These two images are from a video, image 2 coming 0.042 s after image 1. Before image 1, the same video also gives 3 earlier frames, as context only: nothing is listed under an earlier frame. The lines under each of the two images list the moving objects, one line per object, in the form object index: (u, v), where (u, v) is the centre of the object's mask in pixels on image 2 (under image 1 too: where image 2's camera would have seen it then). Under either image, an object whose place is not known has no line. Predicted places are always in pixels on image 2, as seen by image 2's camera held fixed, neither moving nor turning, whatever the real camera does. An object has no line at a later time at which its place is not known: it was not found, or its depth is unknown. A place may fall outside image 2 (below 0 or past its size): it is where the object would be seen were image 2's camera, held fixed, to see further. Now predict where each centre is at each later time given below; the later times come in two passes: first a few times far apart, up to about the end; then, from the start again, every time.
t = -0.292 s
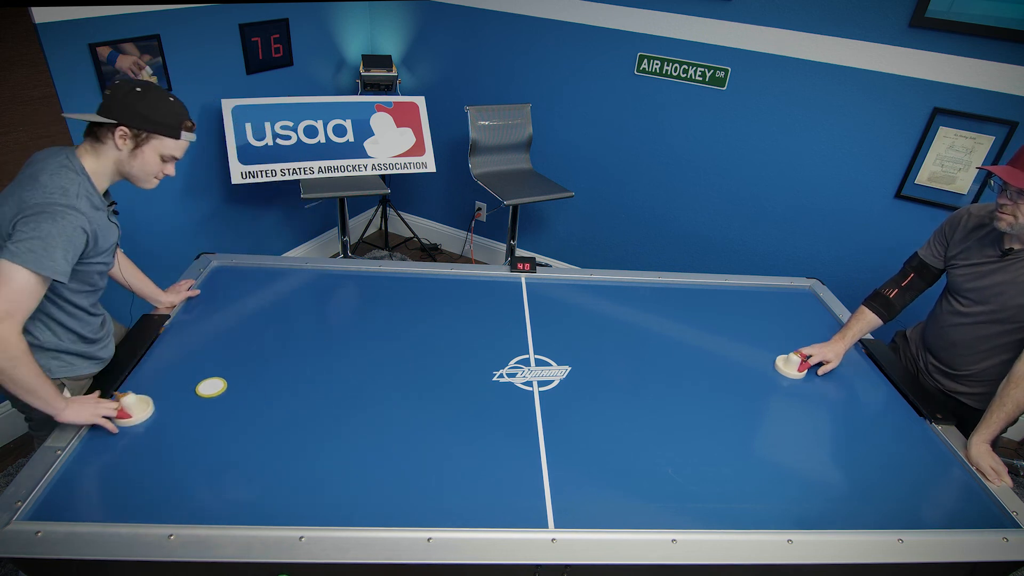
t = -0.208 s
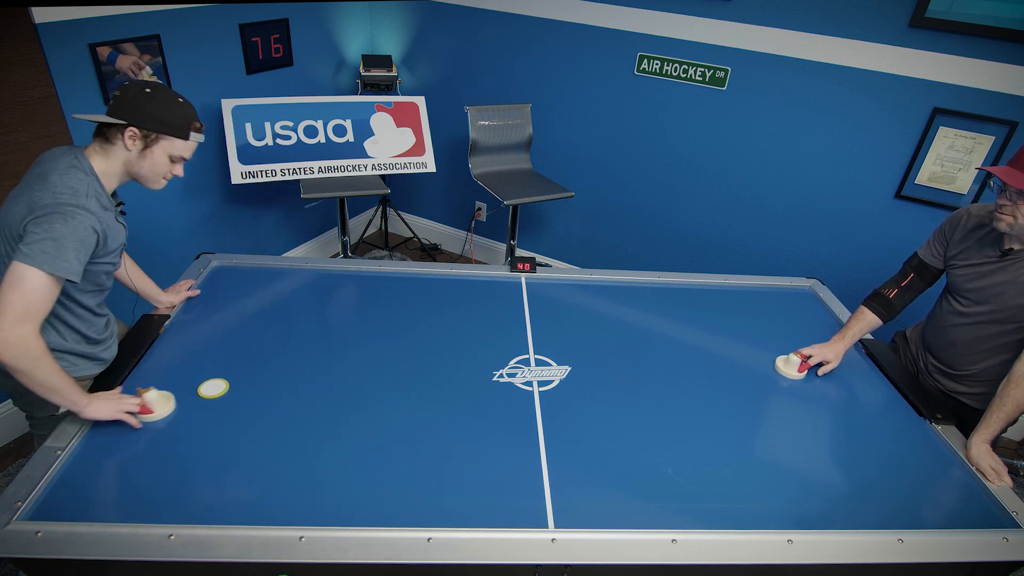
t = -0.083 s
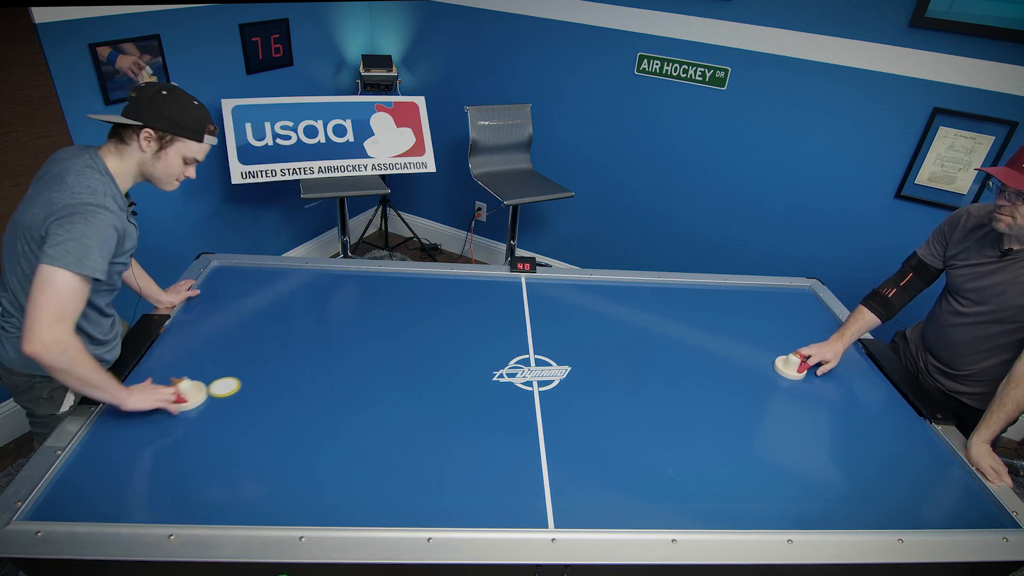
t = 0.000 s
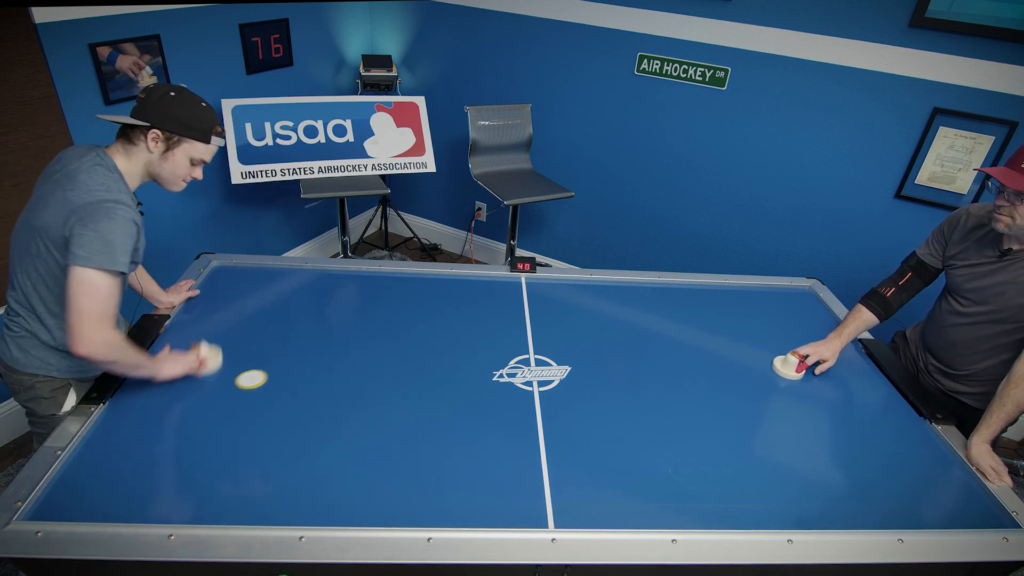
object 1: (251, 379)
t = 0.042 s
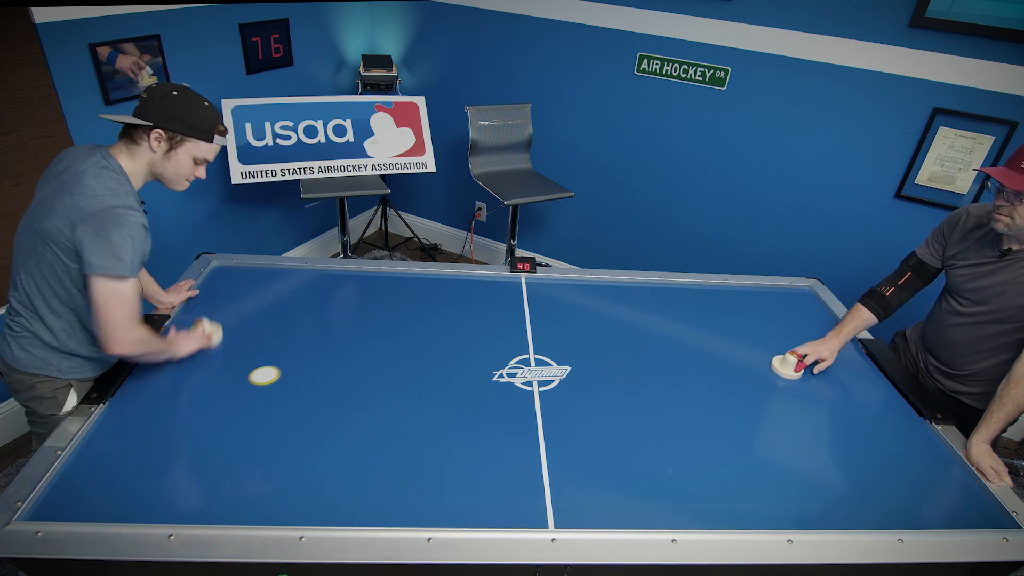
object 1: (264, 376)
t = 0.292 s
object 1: (339, 354)
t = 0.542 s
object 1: (406, 333)
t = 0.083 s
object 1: (277, 372)
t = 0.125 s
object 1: (290, 368)
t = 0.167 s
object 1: (303, 364)
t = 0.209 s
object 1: (315, 361)
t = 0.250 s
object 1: (327, 357)
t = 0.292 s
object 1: (339, 354)
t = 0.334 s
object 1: (350, 350)
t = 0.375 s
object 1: (362, 347)
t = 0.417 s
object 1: (373, 343)
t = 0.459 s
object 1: (384, 340)
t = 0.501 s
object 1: (395, 337)
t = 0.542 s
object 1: (406, 333)
